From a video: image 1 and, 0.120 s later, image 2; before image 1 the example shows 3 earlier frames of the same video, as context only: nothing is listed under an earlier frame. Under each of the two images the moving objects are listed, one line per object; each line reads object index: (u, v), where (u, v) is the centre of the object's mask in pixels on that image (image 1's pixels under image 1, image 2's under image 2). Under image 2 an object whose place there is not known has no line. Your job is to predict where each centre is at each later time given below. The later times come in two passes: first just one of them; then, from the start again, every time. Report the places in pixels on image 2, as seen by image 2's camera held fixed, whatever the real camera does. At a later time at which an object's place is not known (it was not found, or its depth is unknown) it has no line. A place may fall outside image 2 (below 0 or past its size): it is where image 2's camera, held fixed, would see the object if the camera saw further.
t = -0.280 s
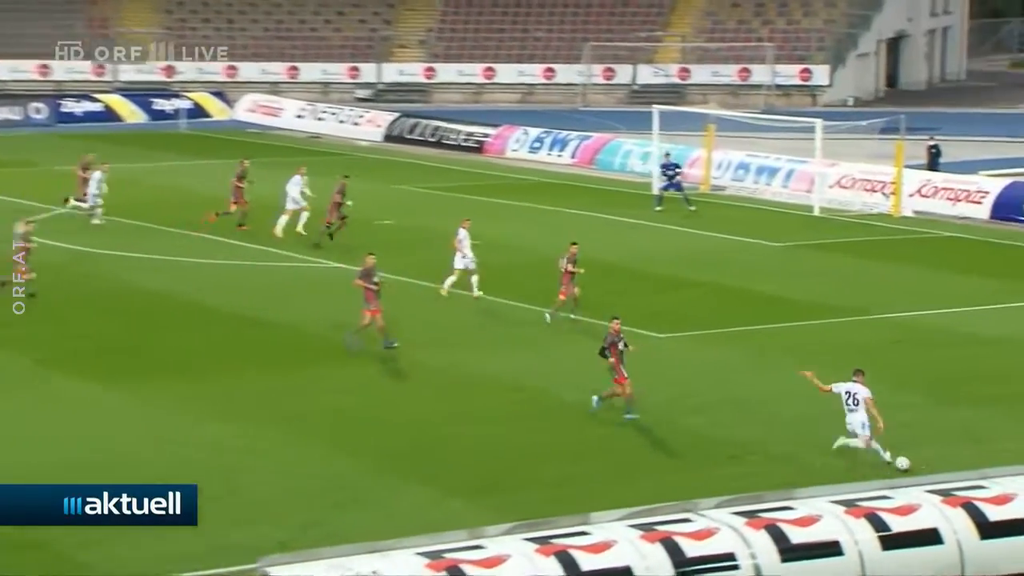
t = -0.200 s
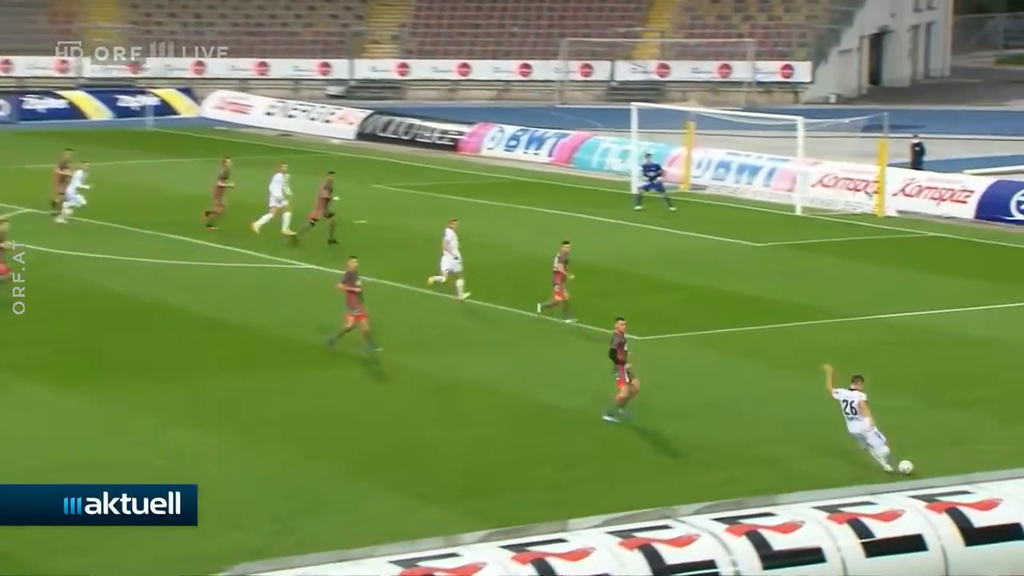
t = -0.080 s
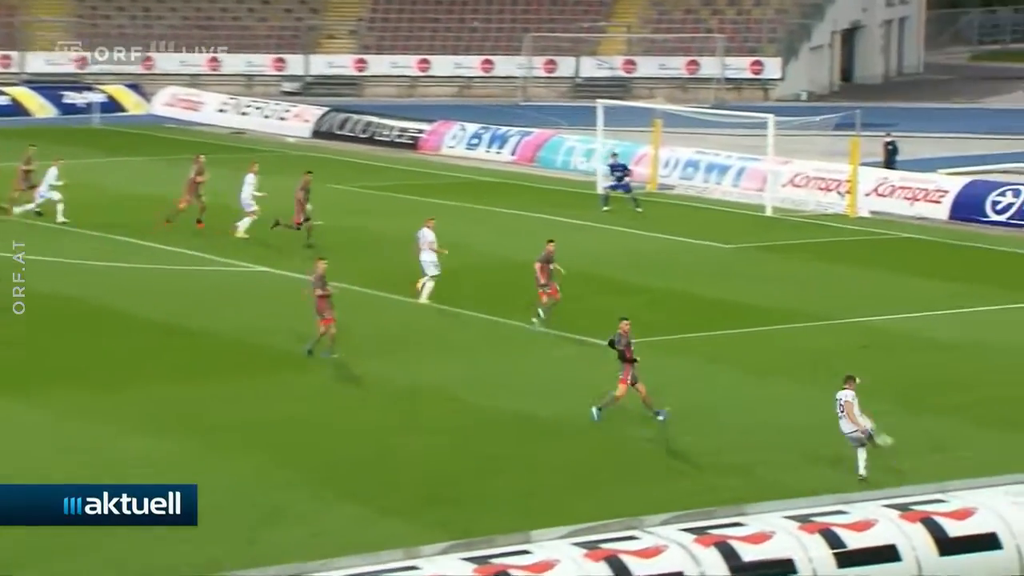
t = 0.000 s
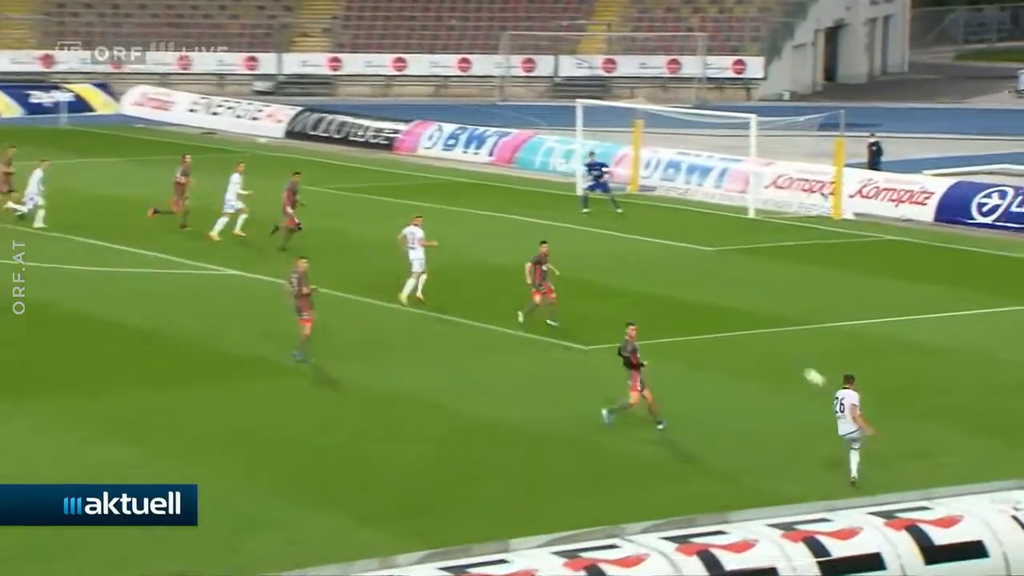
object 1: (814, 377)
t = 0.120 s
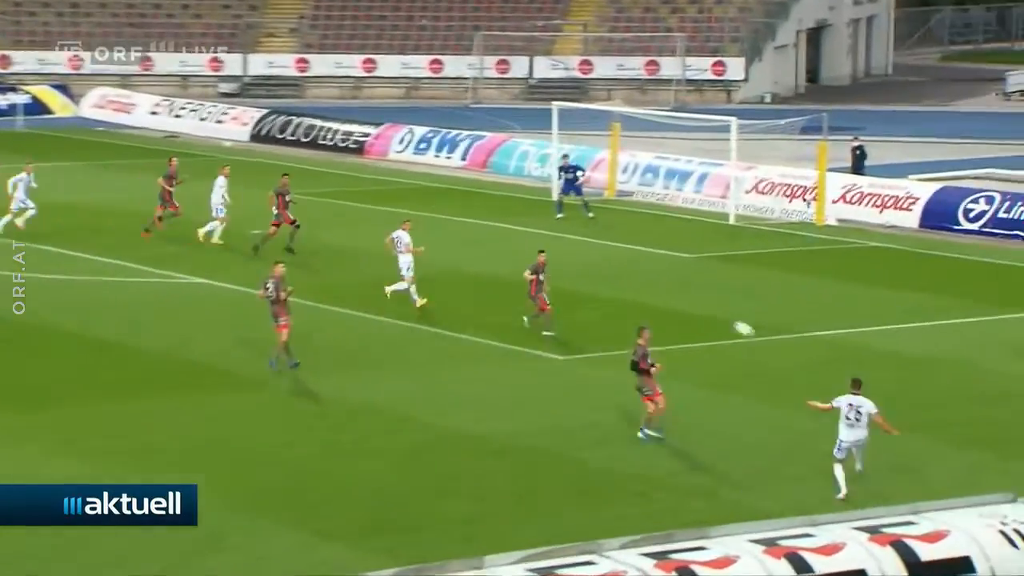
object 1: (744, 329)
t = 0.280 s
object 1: (674, 280)
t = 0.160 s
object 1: (725, 314)
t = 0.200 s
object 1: (708, 301)
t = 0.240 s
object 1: (691, 290)
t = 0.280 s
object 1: (674, 280)
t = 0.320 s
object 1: (656, 272)
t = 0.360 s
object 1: (638, 266)
